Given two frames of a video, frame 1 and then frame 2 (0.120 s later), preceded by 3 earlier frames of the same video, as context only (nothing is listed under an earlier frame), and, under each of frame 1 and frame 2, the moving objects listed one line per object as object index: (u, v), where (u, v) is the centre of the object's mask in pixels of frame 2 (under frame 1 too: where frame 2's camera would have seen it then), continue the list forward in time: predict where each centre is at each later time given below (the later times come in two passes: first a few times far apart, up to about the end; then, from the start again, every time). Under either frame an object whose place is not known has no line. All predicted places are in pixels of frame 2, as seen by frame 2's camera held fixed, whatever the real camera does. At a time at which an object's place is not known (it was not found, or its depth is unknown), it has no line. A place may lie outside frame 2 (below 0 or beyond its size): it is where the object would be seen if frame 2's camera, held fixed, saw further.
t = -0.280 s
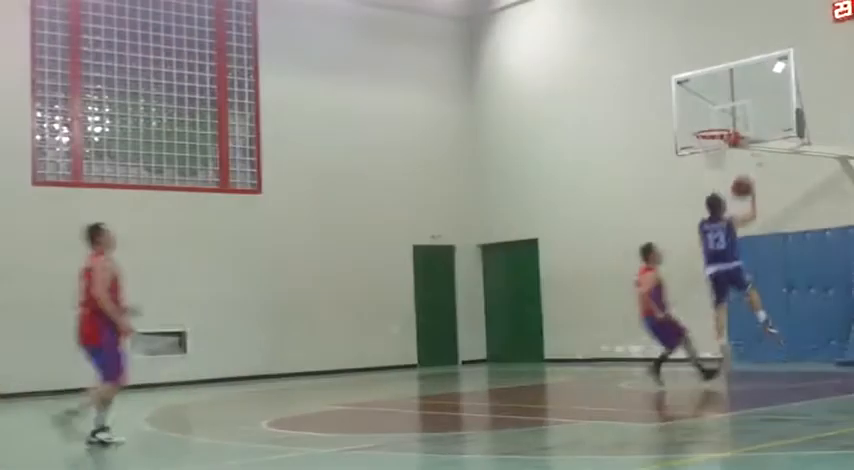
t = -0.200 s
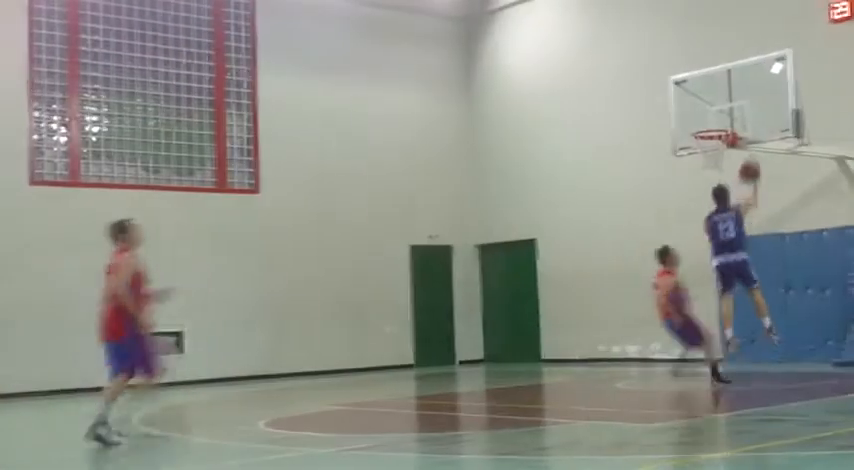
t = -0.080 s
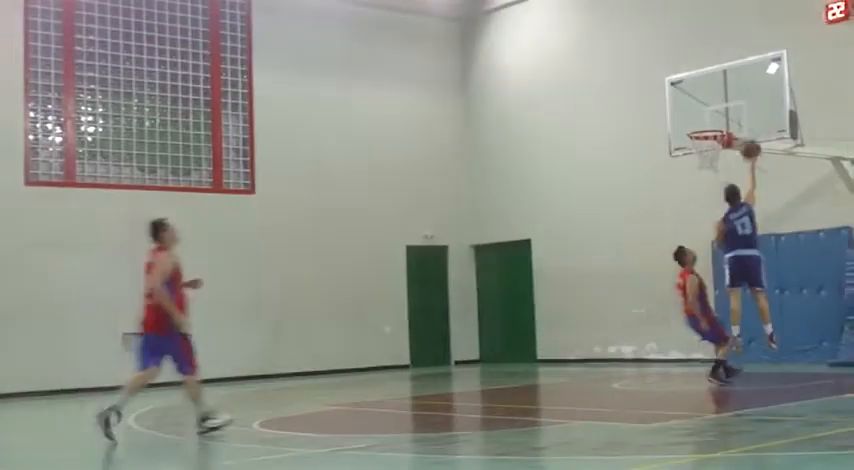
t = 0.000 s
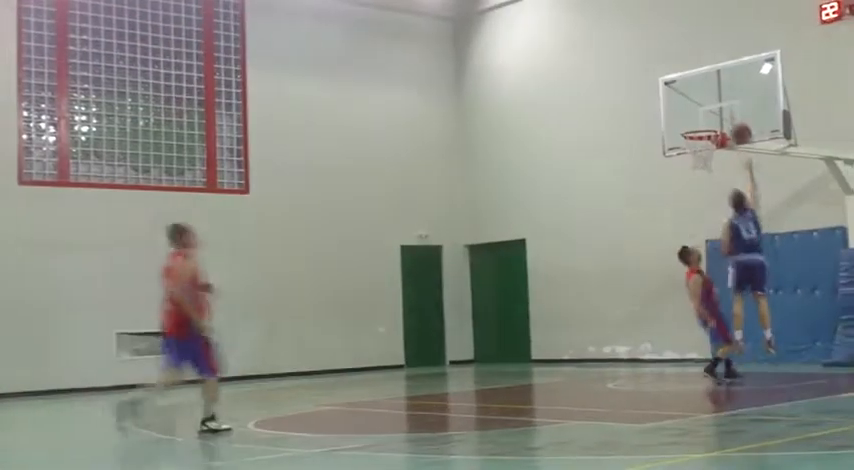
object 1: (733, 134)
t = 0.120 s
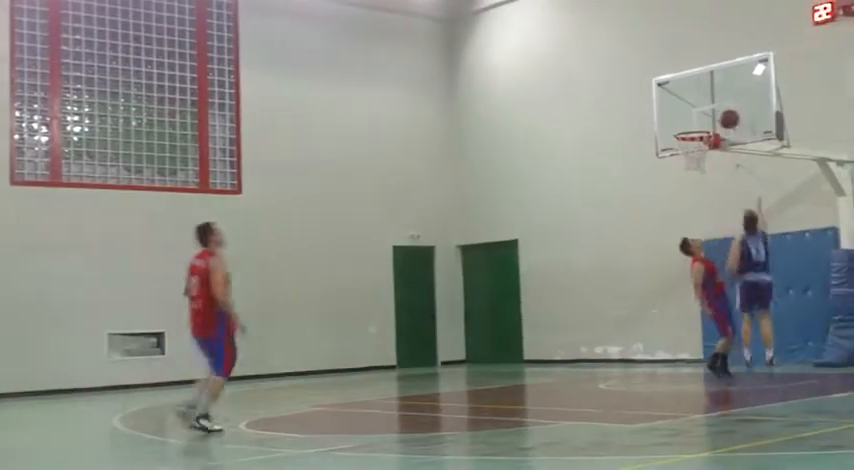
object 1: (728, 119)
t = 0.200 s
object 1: (725, 114)
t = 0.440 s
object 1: (694, 117)
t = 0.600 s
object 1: (691, 131)
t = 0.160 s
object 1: (728, 117)
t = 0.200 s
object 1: (725, 114)
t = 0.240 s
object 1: (718, 111)
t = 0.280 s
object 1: (713, 110)
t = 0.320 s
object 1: (708, 110)
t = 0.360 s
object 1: (704, 111)
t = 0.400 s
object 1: (698, 113)
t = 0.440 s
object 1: (694, 117)
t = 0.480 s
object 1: (688, 121)
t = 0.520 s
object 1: (685, 127)
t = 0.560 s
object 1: (687, 129)
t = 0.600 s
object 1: (691, 131)
